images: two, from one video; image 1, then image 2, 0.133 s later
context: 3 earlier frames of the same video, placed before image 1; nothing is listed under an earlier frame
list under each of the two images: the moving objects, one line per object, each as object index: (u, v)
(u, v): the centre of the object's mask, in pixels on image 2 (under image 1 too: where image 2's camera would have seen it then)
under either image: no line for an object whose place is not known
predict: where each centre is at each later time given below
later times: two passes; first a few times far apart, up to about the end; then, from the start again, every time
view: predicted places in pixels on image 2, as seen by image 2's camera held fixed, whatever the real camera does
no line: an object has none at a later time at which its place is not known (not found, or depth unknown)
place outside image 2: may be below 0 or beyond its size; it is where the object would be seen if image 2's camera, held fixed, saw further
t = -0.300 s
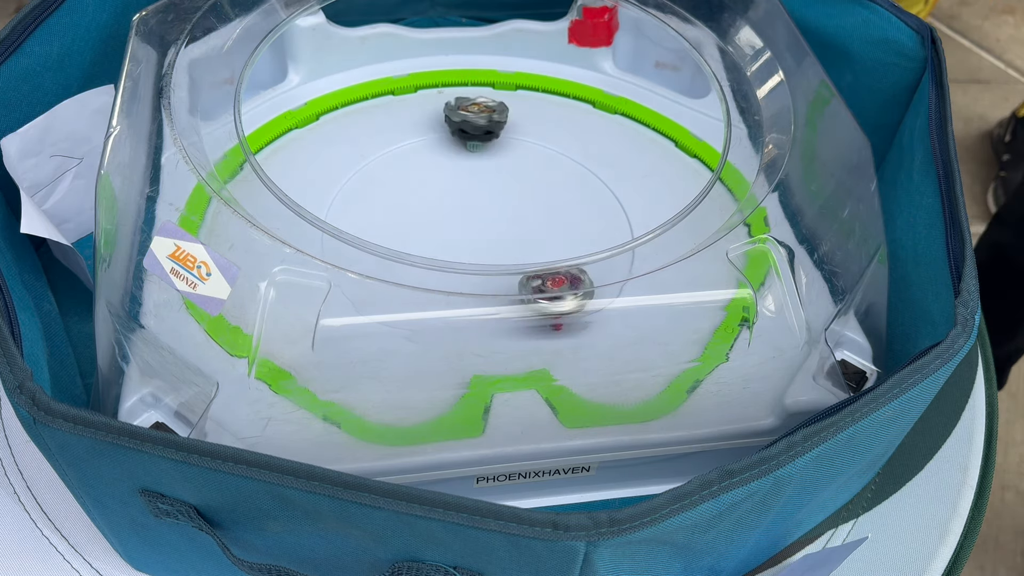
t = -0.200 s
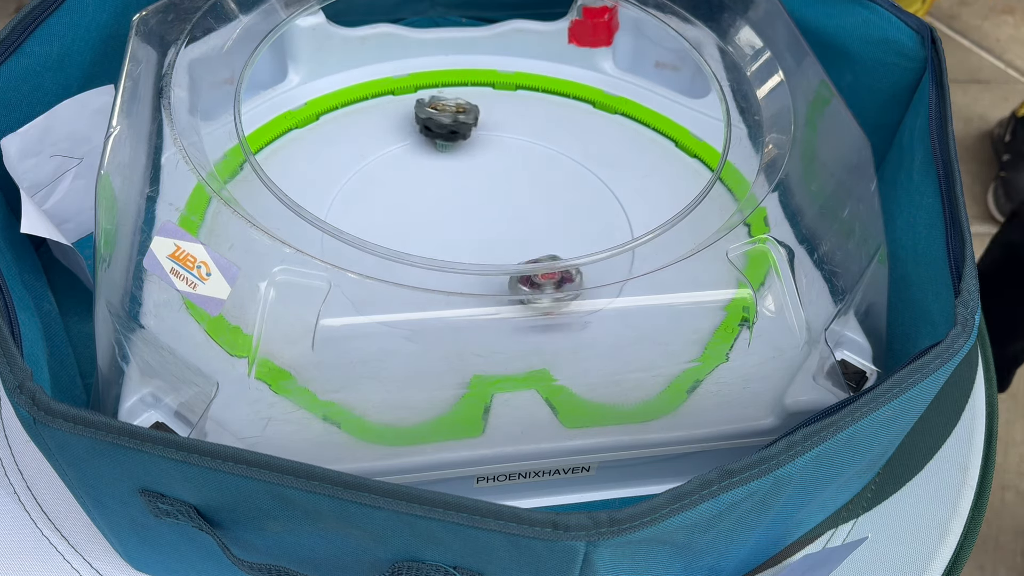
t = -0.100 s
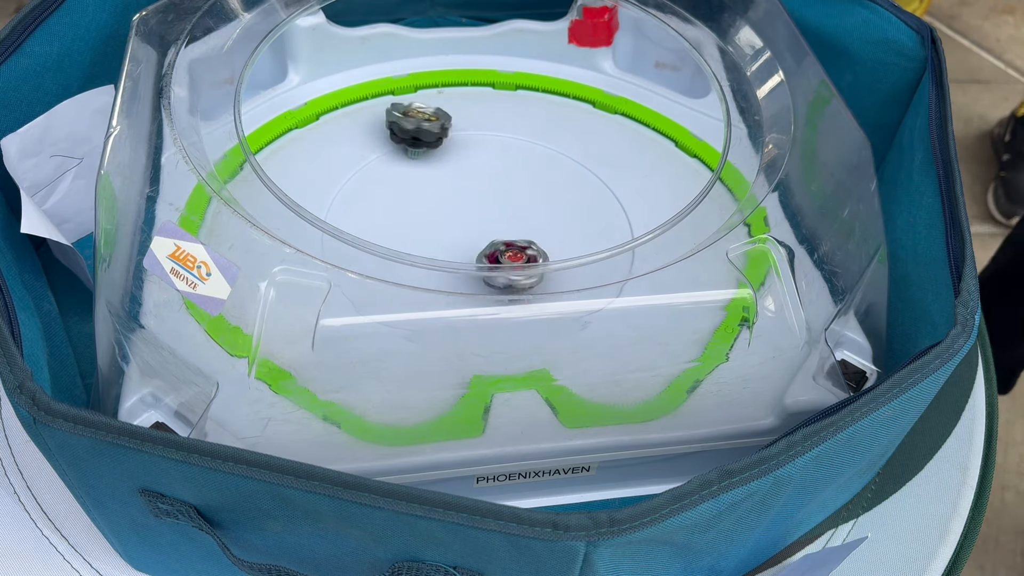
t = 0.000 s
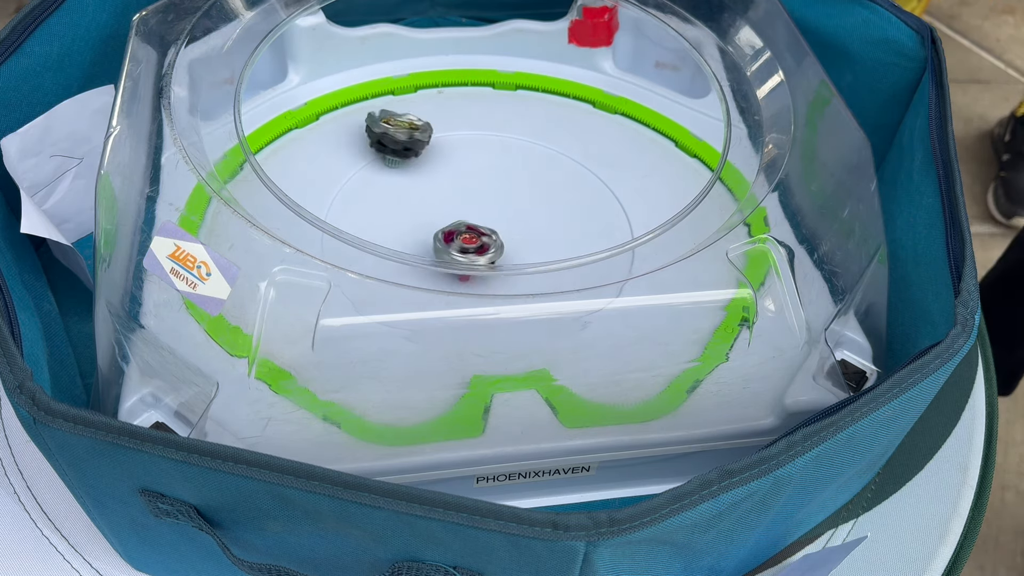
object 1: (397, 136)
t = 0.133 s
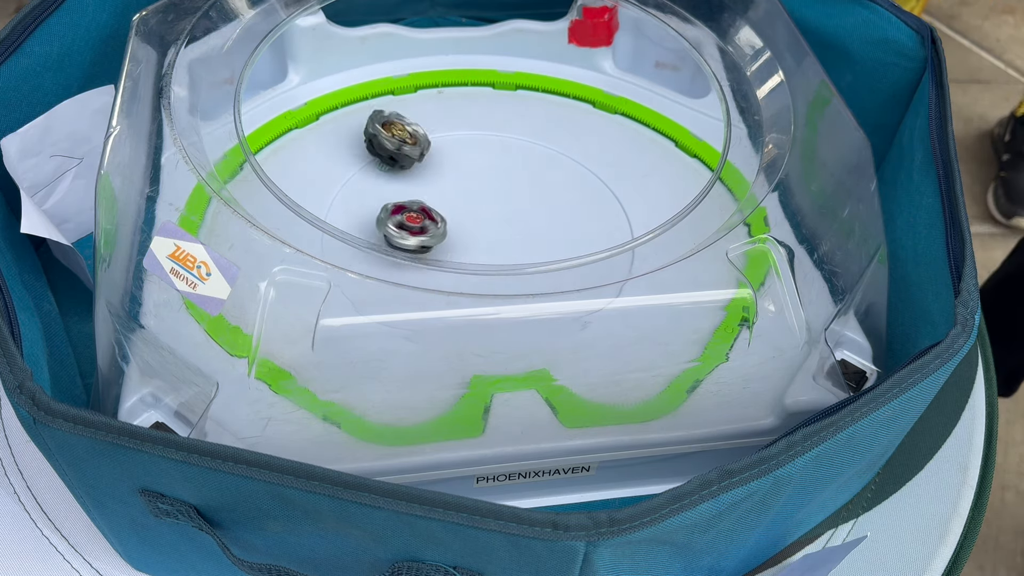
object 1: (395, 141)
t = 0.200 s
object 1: (401, 145)
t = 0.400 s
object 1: (409, 176)
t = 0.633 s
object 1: (455, 218)
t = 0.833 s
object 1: (469, 231)
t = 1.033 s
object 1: (457, 234)
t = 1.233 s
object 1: (474, 218)
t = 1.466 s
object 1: (497, 222)
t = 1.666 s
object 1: (482, 232)
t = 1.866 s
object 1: (466, 215)
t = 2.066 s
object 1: (480, 206)
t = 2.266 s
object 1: (491, 219)
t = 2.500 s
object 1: (466, 226)
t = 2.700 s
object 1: (465, 210)
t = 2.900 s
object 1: (482, 211)
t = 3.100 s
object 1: (480, 227)
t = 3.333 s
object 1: (468, 214)
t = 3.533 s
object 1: (479, 214)
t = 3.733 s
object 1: (425, 238)
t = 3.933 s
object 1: (339, 257)
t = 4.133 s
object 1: (353, 223)
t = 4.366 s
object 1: (401, 201)
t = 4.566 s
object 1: (462, 175)
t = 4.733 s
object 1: (500, 170)
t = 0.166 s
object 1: (398, 142)
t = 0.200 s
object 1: (401, 145)
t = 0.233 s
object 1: (404, 149)
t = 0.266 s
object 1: (406, 154)
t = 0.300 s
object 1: (408, 159)
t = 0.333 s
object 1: (409, 165)
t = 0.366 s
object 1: (410, 170)
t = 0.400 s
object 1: (409, 176)
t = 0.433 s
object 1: (409, 180)
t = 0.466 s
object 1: (412, 184)
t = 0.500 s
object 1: (418, 190)
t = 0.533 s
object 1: (426, 196)
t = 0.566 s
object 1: (434, 203)
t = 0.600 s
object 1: (445, 210)
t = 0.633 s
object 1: (455, 218)
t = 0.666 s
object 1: (463, 222)
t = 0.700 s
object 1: (468, 227)
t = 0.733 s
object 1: (470, 227)
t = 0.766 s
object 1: (470, 227)
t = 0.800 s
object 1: (471, 227)
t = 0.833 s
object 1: (469, 231)
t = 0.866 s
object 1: (466, 232)
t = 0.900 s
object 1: (461, 238)
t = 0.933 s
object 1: (457, 238)
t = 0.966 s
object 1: (455, 238)
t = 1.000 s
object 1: (456, 237)
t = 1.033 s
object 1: (457, 234)
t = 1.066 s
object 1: (457, 232)
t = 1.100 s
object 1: (460, 229)
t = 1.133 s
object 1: (462, 225)
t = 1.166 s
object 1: (466, 222)
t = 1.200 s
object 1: (469, 218)
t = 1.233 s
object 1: (474, 218)
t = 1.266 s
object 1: (478, 214)
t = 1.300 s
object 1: (483, 215)
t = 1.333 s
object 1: (487, 214)
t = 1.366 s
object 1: (491, 216)
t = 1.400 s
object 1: (494, 217)
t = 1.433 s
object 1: (496, 218)
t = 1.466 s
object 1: (497, 222)
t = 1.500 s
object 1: (497, 223)
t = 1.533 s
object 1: (495, 226)
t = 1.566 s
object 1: (493, 227)
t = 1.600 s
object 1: (490, 231)
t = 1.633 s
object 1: (485, 230)
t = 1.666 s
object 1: (482, 232)
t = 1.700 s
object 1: (476, 230)
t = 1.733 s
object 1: (472, 229)
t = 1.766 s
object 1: (469, 227)
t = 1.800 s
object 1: (466, 223)
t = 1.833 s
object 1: (465, 221)
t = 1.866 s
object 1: (466, 215)
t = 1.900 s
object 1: (465, 213)
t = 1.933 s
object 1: (469, 210)
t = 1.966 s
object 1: (471, 206)
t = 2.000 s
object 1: (474, 207)
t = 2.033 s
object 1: (477, 204)
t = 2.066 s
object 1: (480, 206)
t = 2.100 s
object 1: (483, 206)
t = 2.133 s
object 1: (486, 207)
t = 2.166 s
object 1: (488, 210)
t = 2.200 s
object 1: (490, 212)
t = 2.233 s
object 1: (491, 215)
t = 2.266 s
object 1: (491, 219)
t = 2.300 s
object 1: (491, 222)
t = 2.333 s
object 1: (488, 226)
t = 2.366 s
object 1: (484, 228)
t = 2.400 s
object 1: (480, 231)
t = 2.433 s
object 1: (475, 229)
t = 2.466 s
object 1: (470, 229)
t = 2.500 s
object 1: (466, 226)
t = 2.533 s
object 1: (462, 225)
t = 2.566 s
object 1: (461, 220)
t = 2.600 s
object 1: (459, 219)
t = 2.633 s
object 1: (461, 214)
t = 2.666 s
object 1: (462, 211)
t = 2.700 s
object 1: (465, 210)
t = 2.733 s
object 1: (468, 207)
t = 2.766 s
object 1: (471, 207)
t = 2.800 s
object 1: (474, 206)
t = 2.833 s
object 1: (477, 208)
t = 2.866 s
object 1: (480, 209)
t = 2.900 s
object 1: (482, 211)
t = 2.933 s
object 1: (485, 214)
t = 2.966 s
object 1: (487, 216)
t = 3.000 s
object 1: (487, 220)
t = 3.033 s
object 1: (486, 223)
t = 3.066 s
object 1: (484, 227)
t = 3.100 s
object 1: (480, 227)
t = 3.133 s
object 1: (475, 228)
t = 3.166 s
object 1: (471, 227)
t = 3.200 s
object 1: (468, 224)
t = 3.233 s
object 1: (467, 223)
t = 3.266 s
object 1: (467, 217)
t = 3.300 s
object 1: (466, 216)
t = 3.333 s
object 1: (468, 214)
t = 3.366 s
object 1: (471, 211)
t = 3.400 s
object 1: (471, 211)
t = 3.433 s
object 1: (472, 212)
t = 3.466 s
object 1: (475, 212)
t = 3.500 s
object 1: (478, 212)
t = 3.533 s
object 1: (479, 214)
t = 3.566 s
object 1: (479, 216)
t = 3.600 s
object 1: (479, 219)
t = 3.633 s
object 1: (479, 222)
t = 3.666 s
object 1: (461, 229)
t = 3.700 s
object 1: (443, 234)
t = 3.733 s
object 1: (425, 238)
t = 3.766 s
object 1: (409, 239)
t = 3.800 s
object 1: (391, 248)
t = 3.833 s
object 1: (377, 245)
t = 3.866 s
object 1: (363, 252)
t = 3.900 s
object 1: (351, 254)
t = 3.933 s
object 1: (339, 257)
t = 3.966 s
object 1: (342, 251)
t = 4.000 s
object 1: (343, 249)
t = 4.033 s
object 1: (344, 243)
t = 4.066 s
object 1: (348, 234)
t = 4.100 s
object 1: (352, 227)
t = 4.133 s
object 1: (353, 223)
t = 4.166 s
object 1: (359, 215)
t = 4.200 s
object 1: (363, 213)
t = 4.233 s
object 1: (367, 212)
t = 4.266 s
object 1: (373, 210)
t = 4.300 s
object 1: (381, 209)
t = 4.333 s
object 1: (391, 205)
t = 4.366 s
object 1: (401, 201)
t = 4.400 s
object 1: (412, 198)
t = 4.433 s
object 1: (423, 192)
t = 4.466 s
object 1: (434, 189)
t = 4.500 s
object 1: (444, 183)
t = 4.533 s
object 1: (454, 179)
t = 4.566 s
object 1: (462, 175)
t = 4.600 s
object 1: (470, 172)
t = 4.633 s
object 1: (479, 169)
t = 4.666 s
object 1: (487, 168)
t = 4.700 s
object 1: (494, 168)
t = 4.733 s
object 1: (500, 170)
